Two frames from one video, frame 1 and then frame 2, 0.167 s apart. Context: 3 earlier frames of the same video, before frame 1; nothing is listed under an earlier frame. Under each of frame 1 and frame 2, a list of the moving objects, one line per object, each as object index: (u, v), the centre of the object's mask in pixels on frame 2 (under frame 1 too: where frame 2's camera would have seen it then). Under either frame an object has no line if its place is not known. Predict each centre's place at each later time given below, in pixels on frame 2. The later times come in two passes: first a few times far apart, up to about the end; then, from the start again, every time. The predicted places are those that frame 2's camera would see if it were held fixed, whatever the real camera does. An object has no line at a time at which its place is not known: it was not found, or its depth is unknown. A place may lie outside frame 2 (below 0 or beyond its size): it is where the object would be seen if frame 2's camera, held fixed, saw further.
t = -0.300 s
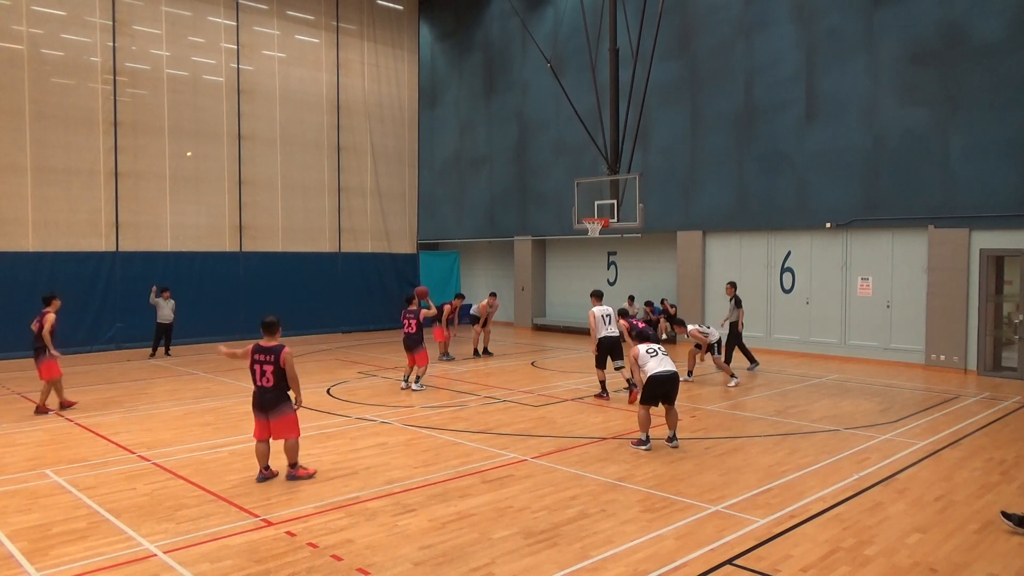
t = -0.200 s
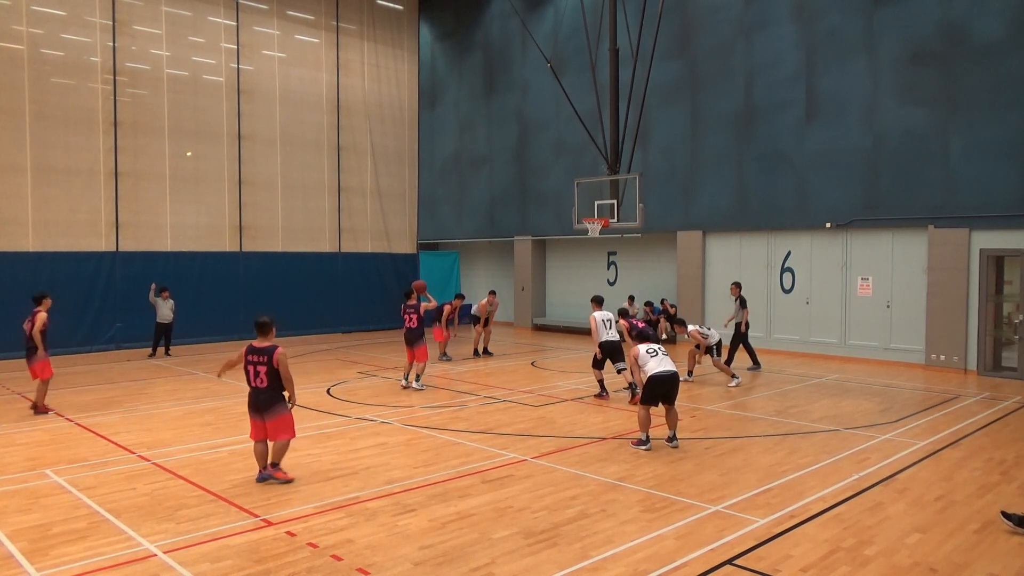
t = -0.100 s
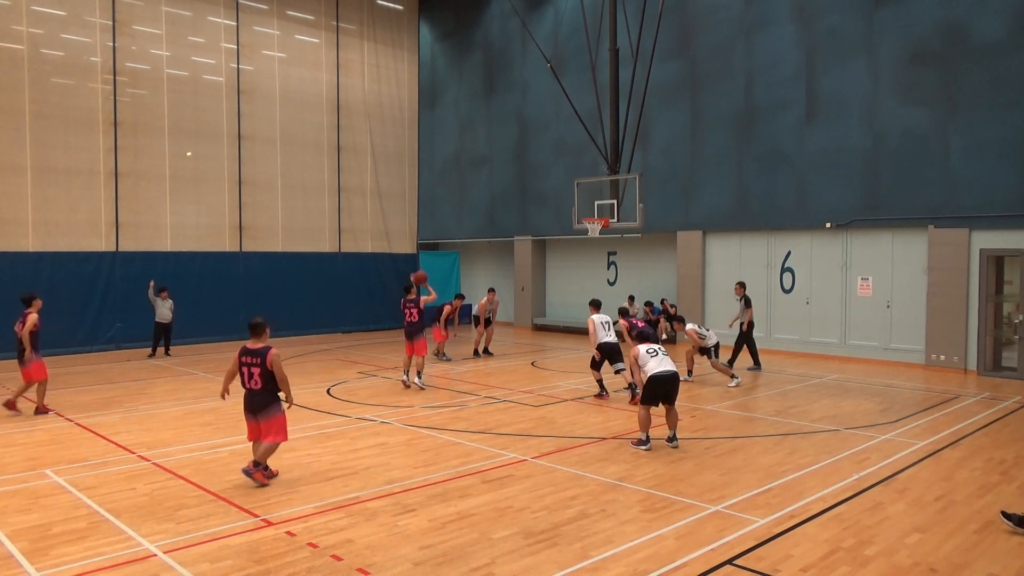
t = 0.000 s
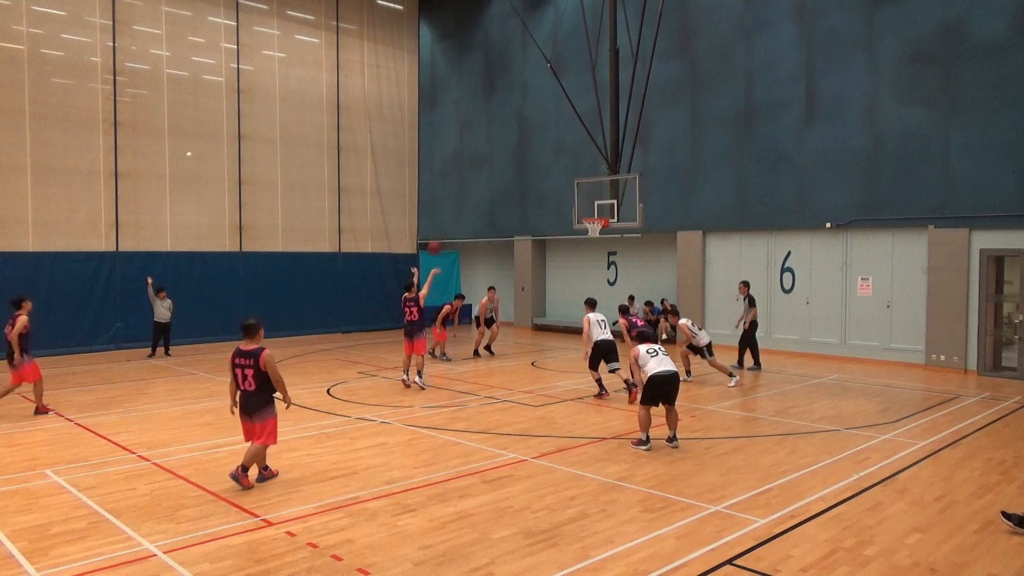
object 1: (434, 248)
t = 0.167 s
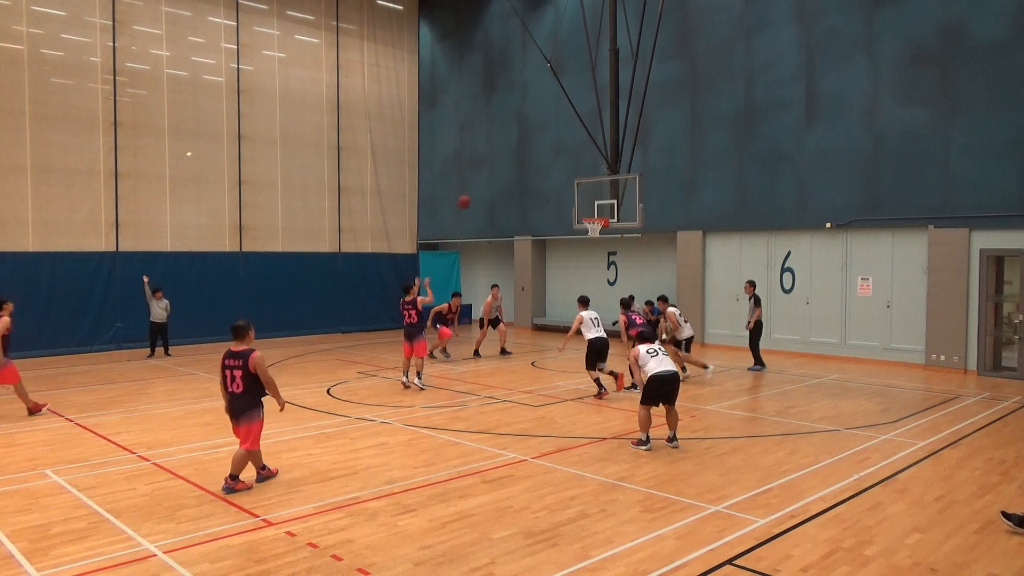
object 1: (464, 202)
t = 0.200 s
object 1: (470, 195)
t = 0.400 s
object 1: (502, 167)
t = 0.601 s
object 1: (533, 160)
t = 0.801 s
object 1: (560, 173)
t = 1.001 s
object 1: (585, 203)
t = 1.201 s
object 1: (601, 224)
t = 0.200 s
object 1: (470, 195)
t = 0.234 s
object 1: (476, 188)
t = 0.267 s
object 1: (481, 183)
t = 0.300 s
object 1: (486, 178)
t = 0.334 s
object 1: (492, 174)
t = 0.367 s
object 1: (497, 170)
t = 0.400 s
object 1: (502, 167)
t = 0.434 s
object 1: (508, 164)
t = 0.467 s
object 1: (513, 162)
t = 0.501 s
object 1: (518, 161)
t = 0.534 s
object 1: (522, 160)
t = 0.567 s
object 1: (527, 160)
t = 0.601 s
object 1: (533, 160)
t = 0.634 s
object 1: (537, 161)
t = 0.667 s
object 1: (542, 162)
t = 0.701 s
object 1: (547, 164)
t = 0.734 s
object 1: (551, 167)
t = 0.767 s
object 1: (556, 170)
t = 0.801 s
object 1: (560, 173)
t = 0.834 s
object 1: (565, 177)
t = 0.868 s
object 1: (569, 181)
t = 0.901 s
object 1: (573, 186)
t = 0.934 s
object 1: (577, 192)
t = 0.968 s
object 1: (583, 197)
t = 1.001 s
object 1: (585, 203)
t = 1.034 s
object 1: (590, 210)
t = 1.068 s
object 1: (593, 215)
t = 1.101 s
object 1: (596, 217)
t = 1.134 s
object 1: (597, 225)
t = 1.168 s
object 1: (598, 224)
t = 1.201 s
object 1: (601, 224)
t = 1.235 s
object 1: (600, 225)
